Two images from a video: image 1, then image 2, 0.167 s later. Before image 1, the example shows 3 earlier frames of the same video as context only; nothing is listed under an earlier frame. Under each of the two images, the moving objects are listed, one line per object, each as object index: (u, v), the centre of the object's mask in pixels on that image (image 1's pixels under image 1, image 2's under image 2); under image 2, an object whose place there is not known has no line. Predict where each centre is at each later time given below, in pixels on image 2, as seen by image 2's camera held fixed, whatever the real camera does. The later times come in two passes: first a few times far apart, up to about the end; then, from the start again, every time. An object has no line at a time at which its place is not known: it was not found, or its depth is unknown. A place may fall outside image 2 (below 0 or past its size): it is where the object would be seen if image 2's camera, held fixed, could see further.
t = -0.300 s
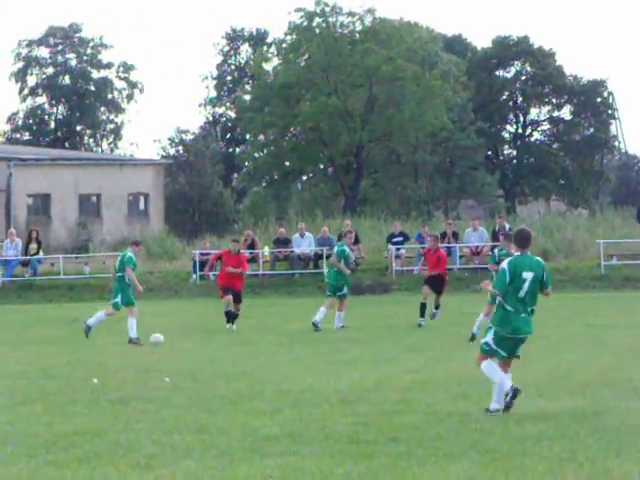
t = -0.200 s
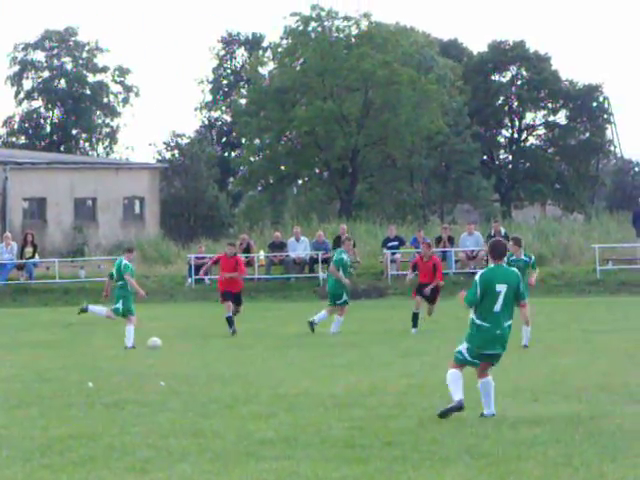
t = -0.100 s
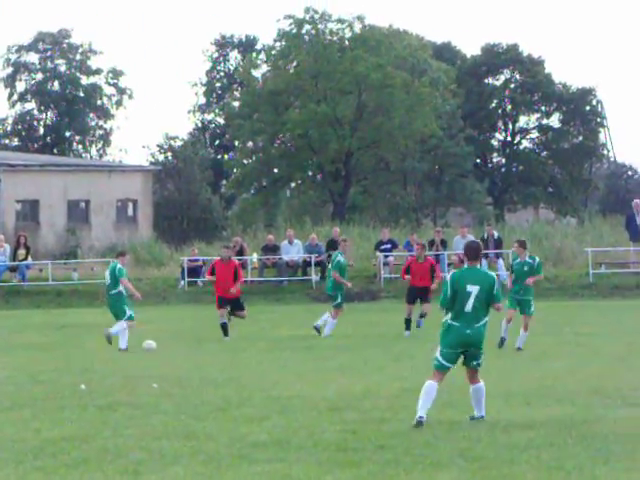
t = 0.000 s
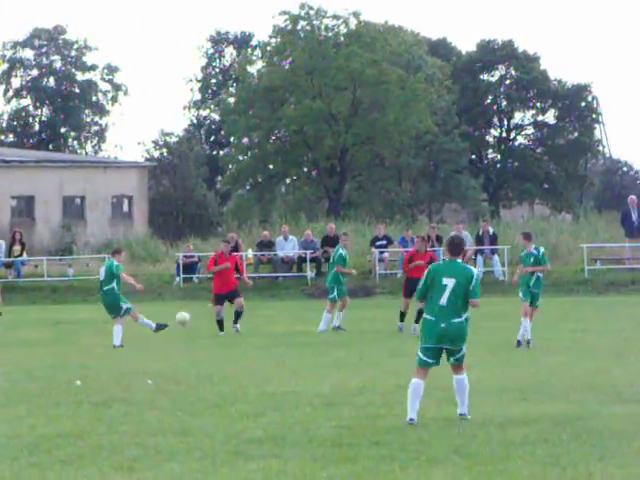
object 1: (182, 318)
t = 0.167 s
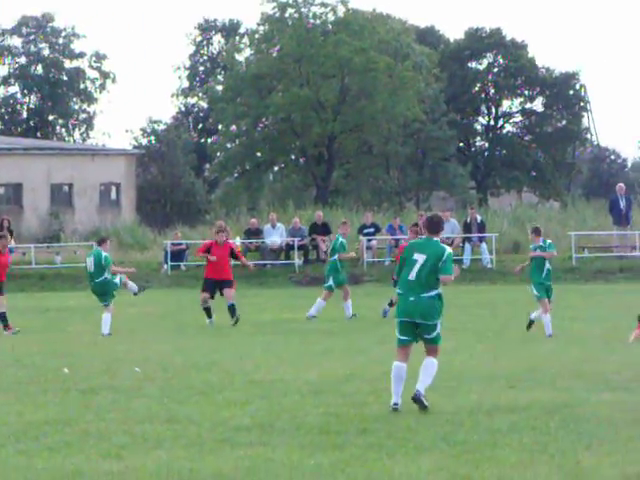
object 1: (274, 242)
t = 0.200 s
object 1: (292, 231)
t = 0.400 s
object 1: (389, 188)
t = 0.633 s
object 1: (475, 169)
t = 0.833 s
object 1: (534, 175)
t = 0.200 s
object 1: (292, 231)
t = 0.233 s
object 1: (310, 222)
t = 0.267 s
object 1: (327, 214)
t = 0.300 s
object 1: (344, 206)
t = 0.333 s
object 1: (359, 200)
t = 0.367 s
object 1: (374, 194)
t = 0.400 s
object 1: (389, 188)
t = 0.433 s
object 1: (402, 184)
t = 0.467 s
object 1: (415, 180)
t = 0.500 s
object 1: (428, 176)
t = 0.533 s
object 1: (440, 174)
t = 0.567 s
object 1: (452, 171)
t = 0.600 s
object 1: (464, 170)
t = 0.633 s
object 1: (475, 169)
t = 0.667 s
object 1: (486, 169)
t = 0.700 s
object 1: (496, 169)
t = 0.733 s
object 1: (506, 170)
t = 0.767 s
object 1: (516, 171)
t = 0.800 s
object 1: (526, 173)
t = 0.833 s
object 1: (534, 175)
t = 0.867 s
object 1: (543, 177)
